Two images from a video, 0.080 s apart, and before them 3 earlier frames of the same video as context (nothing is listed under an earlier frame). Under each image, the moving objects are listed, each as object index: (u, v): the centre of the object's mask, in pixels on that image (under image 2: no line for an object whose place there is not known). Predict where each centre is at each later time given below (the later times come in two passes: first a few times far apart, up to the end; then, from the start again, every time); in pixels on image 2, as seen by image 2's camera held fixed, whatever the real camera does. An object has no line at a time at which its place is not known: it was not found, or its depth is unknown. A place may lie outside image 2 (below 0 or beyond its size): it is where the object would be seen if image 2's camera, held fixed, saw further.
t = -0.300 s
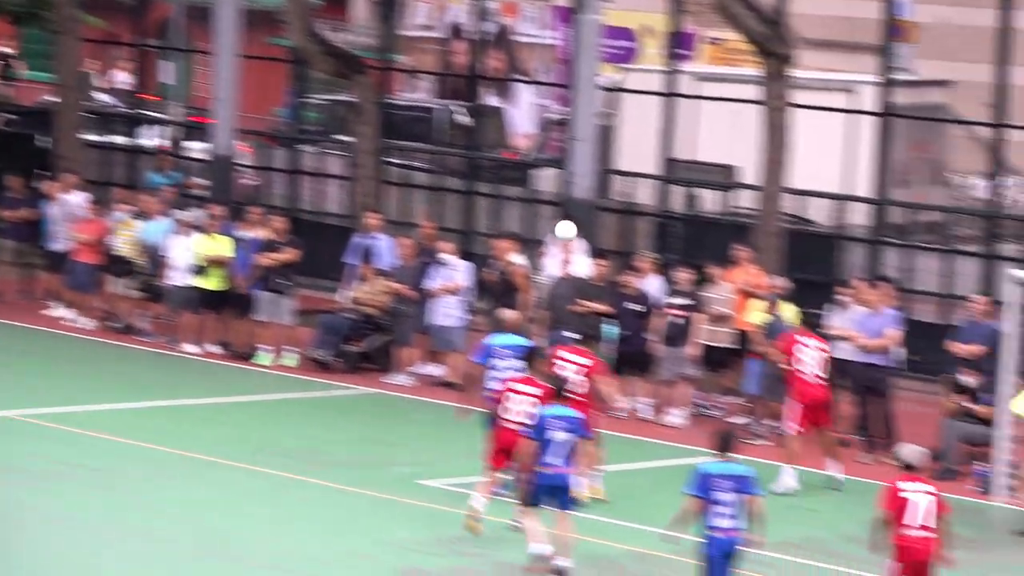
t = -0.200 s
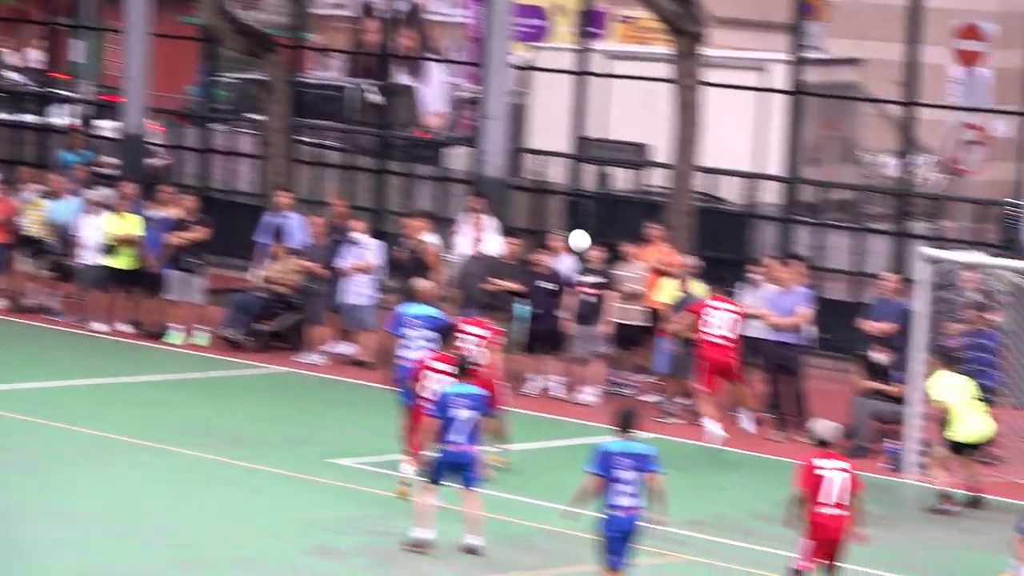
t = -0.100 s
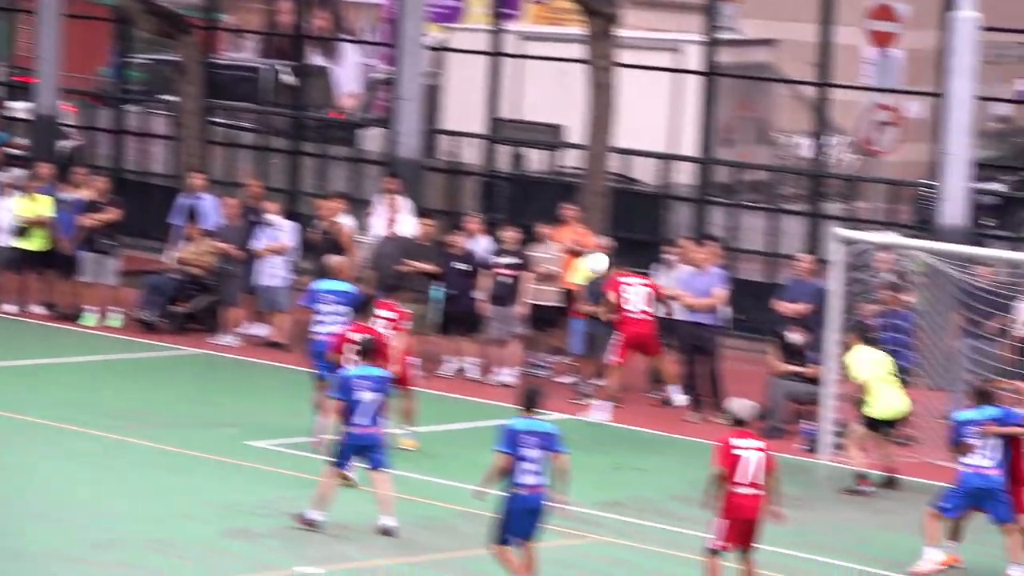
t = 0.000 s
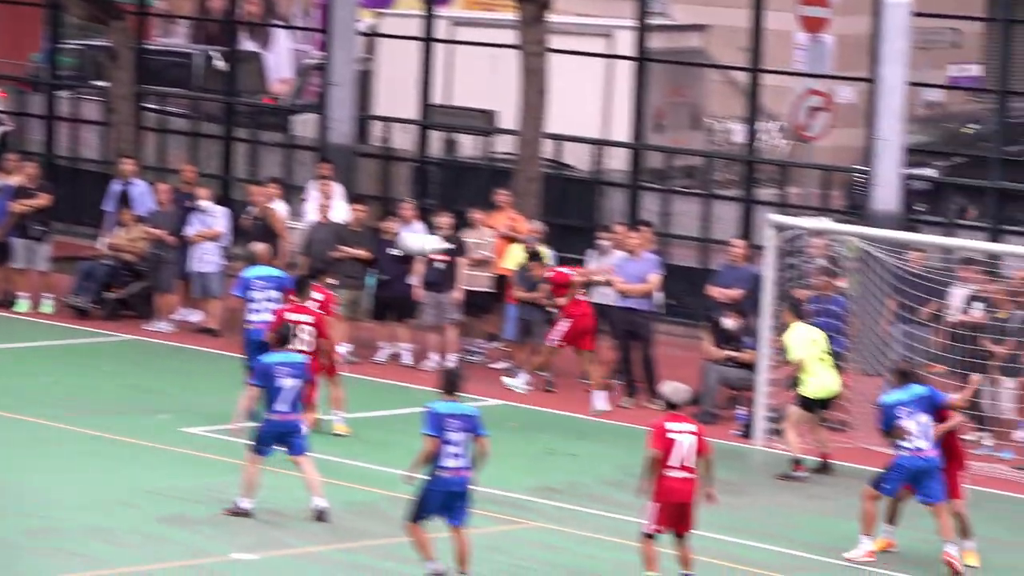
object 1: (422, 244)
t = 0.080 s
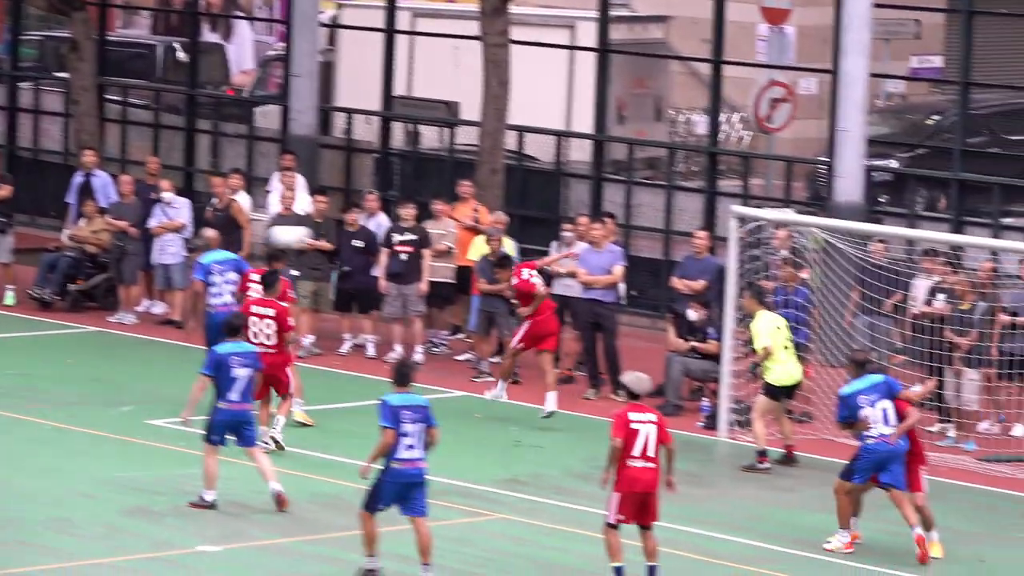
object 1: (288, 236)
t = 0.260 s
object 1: (80, 264)
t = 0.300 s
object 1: (38, 274)
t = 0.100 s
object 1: (267, 238)
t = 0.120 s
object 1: (244, 239)
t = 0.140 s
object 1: (220, 239)
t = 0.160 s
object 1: (196, 241)
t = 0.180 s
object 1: (171, 247)
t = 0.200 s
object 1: (146, 251)
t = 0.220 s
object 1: (126, 255)
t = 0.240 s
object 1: (102, 259)
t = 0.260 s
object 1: (80, 264)
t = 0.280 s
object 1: (57, 269)
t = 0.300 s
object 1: (38, 274)
